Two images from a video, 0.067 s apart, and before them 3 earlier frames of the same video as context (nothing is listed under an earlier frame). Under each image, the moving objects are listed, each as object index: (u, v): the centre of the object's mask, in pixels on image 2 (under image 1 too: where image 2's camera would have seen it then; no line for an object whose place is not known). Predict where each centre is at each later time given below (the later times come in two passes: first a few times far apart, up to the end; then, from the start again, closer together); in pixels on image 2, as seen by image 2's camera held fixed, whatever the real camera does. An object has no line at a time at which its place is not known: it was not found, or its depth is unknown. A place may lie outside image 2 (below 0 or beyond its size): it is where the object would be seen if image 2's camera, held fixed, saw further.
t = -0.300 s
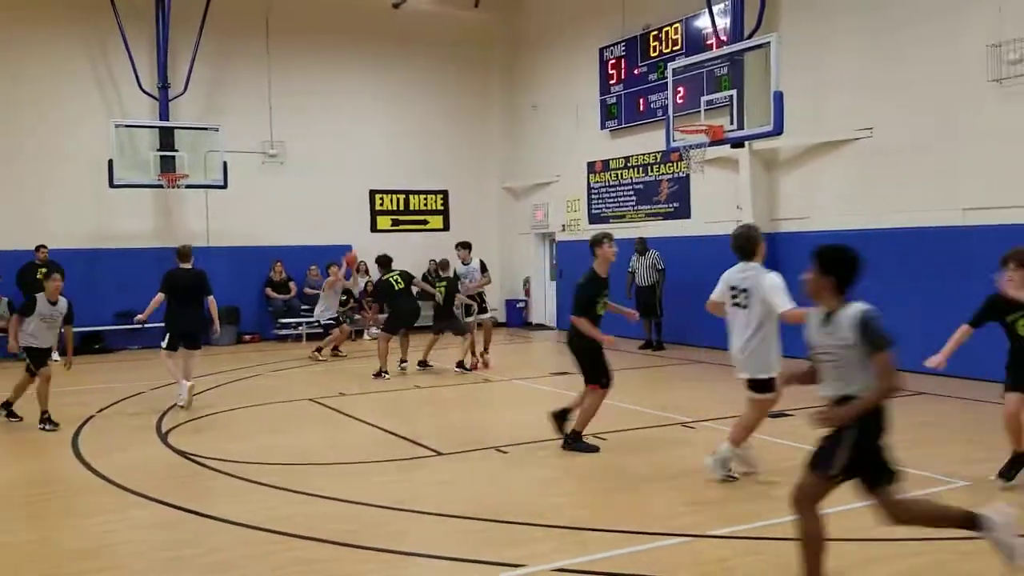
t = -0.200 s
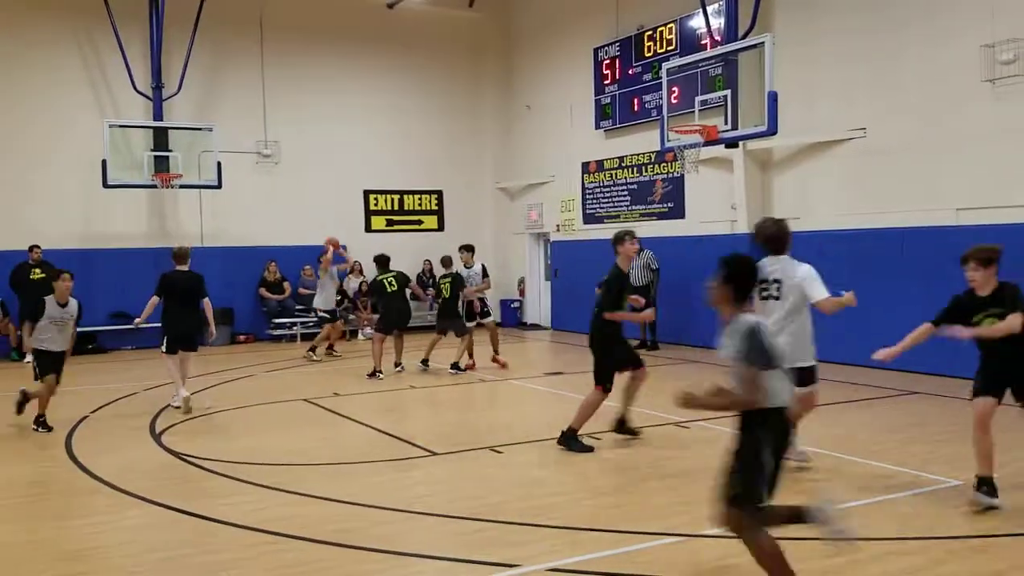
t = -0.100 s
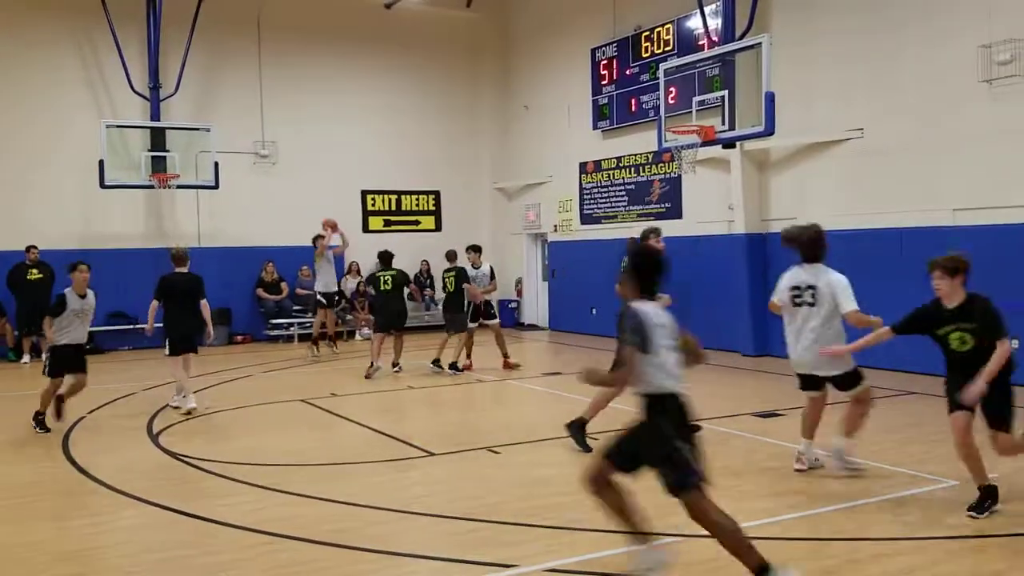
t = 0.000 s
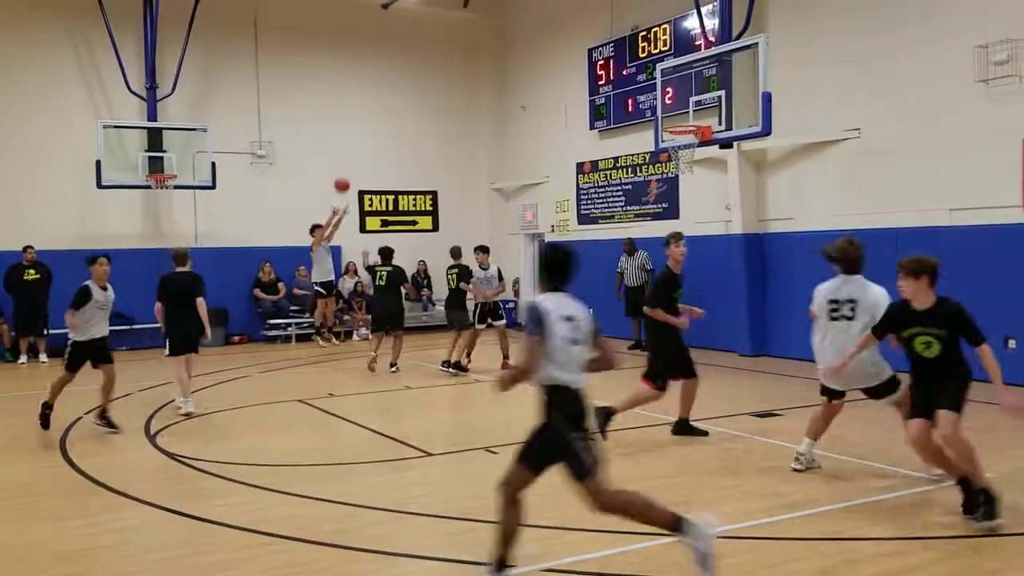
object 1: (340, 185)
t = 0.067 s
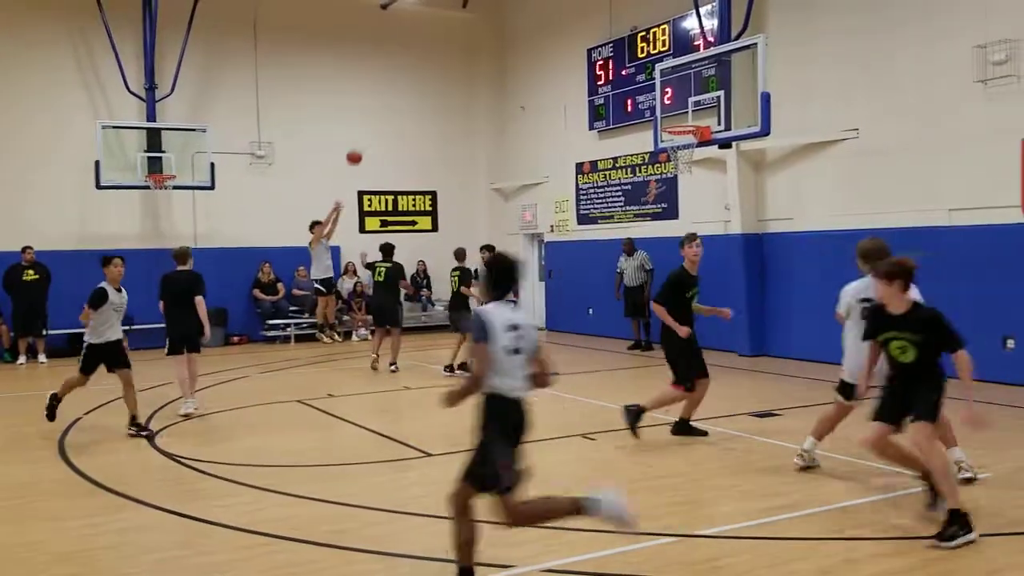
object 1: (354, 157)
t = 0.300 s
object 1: (404, 74)
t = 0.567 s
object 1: (468, 18)
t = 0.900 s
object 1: (559, 15)
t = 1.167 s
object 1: (644, 81)
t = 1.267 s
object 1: (677, 118)
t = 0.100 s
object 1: (361, 143)
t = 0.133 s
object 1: (368, 129)
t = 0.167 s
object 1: (374, 117)
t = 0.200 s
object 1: (382, 106)
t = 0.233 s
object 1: (389, 95)
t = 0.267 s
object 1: (396, 85)
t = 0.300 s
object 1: (404, 74)
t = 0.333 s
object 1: (410, 65)
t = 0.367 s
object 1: (418, 57)
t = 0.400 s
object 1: (427, 48)
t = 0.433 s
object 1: (434, 41)
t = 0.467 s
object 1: (442, 34)
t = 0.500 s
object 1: (450, 28)
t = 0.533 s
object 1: (459, 23)
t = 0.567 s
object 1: (468, 18)
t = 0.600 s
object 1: (476, 14)
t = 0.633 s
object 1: (485, 11)
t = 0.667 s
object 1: (495, 9)
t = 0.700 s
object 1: (503, 8)
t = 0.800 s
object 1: (531, 9)
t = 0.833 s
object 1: (540, 9)
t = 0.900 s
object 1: (559, 15)
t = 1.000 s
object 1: (589, 33)
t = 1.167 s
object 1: (644, 81)
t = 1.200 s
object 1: (655, 95)
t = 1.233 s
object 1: (668, 110)
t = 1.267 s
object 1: (677, 118)
